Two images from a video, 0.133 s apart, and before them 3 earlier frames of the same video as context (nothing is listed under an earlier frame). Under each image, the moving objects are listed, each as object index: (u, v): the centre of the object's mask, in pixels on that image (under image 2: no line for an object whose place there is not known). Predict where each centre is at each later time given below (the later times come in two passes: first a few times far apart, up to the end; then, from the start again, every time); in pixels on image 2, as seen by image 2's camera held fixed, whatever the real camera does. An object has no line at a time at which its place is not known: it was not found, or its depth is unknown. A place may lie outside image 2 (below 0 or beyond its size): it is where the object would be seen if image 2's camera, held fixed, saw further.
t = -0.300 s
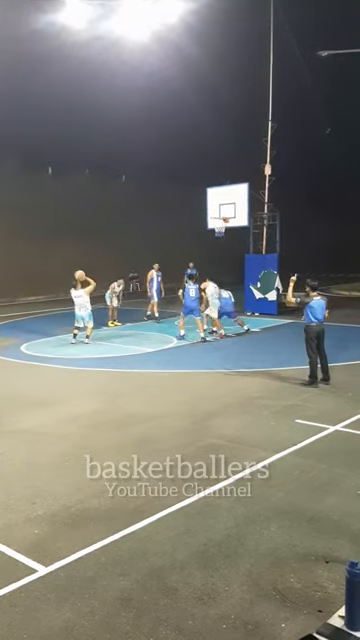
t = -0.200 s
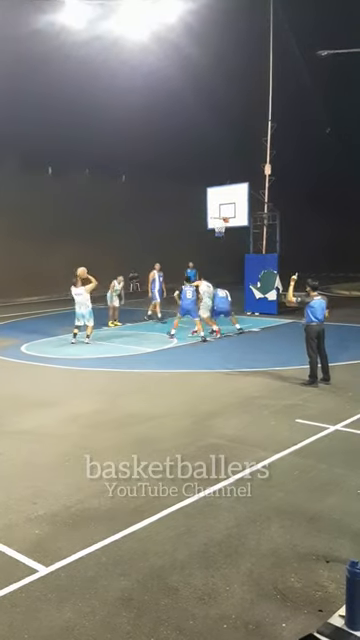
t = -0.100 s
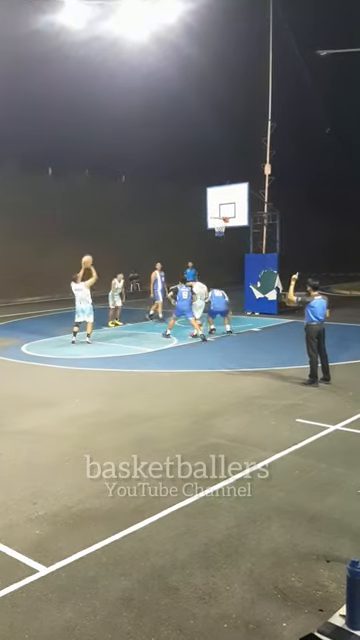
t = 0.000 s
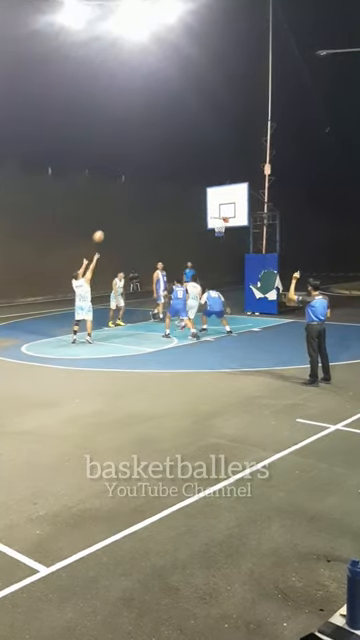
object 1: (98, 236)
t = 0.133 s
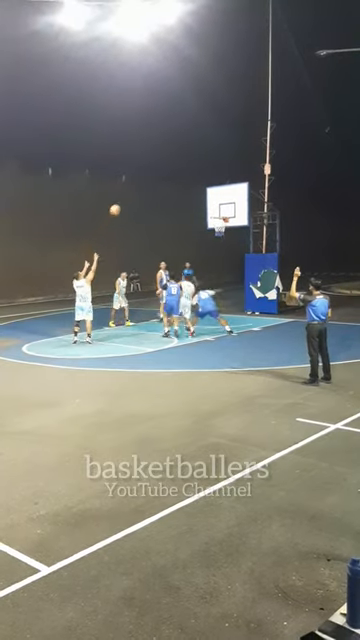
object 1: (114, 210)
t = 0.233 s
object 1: (126, 194)
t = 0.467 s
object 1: (153, 176)
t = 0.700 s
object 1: (179, 178)
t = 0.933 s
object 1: (203, 199)
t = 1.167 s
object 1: (207, 216)
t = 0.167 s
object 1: (118, 204)
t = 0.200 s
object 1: (122, 199)
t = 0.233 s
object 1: (126, 194)
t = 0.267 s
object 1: (130, 190)
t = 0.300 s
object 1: (133, 186)
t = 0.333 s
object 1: (138, 183)
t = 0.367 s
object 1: (142, 181)
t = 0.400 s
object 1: (146, 179)
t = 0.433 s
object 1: (149, 177)
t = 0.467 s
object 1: (153, 176)
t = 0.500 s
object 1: (157, 175)
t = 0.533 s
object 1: (161, 174)
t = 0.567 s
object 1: (164, 174)
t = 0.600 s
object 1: (168, 174)
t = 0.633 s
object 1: (171, 175)
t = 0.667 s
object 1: (175, 177)
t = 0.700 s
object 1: (179, 178)
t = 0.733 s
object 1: (182, 180)
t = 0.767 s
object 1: (185, 182)
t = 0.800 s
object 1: (189, 185)
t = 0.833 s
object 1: (193, 188)
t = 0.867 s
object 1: (196, 192)
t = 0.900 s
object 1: (199, 195)
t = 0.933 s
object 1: (203, 199)
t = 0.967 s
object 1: (206, 204)
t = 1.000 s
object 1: (210, 210)
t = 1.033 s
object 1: (213, 214)
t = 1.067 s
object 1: (212, 214)
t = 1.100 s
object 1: (211, 214)
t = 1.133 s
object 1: (209, 215)
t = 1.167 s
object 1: (207, 216)
